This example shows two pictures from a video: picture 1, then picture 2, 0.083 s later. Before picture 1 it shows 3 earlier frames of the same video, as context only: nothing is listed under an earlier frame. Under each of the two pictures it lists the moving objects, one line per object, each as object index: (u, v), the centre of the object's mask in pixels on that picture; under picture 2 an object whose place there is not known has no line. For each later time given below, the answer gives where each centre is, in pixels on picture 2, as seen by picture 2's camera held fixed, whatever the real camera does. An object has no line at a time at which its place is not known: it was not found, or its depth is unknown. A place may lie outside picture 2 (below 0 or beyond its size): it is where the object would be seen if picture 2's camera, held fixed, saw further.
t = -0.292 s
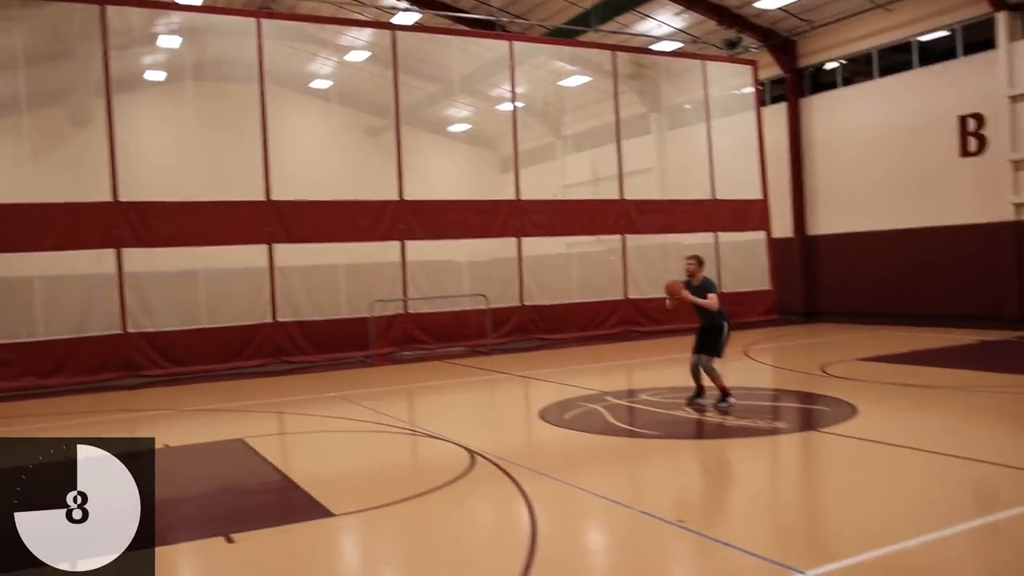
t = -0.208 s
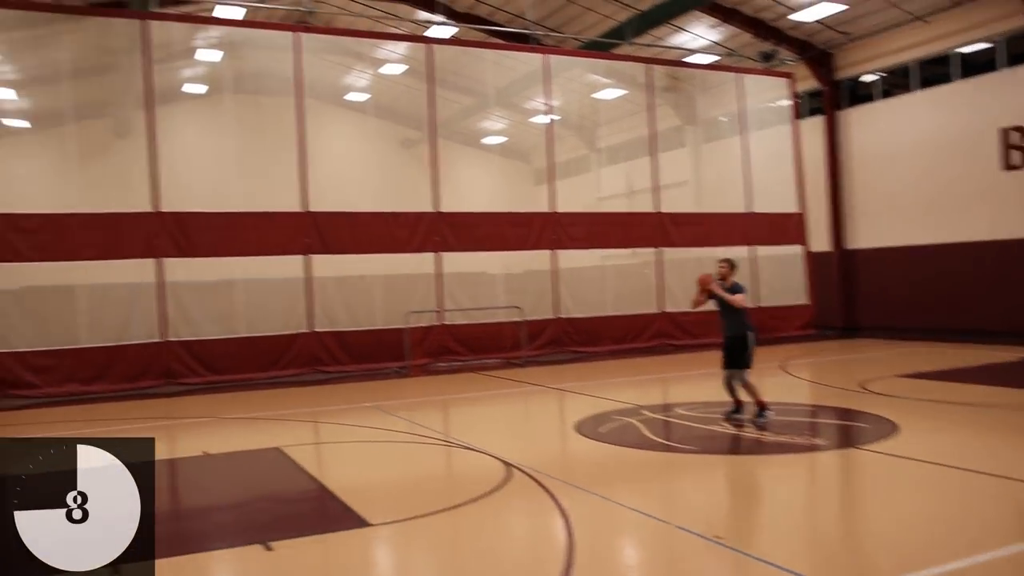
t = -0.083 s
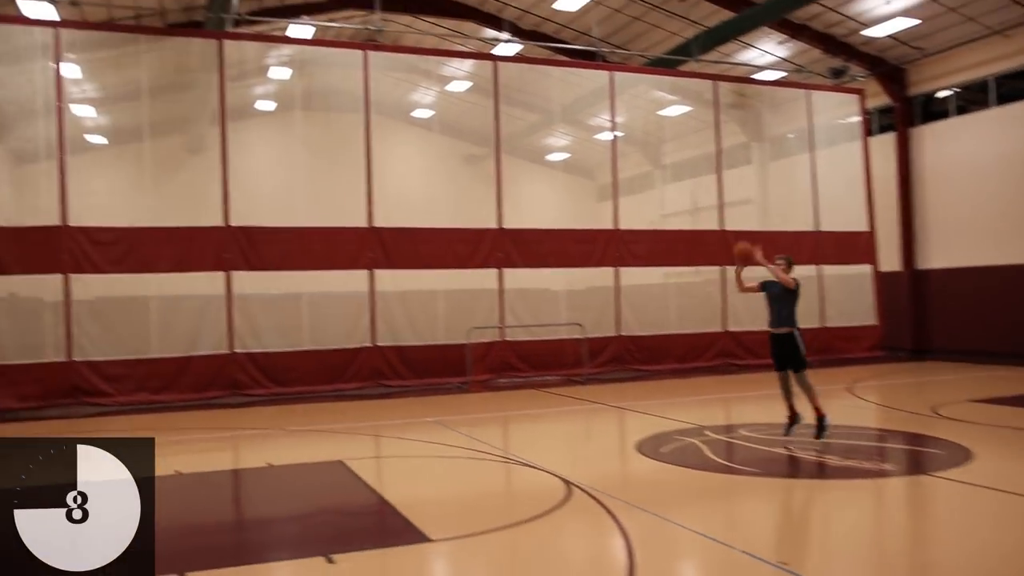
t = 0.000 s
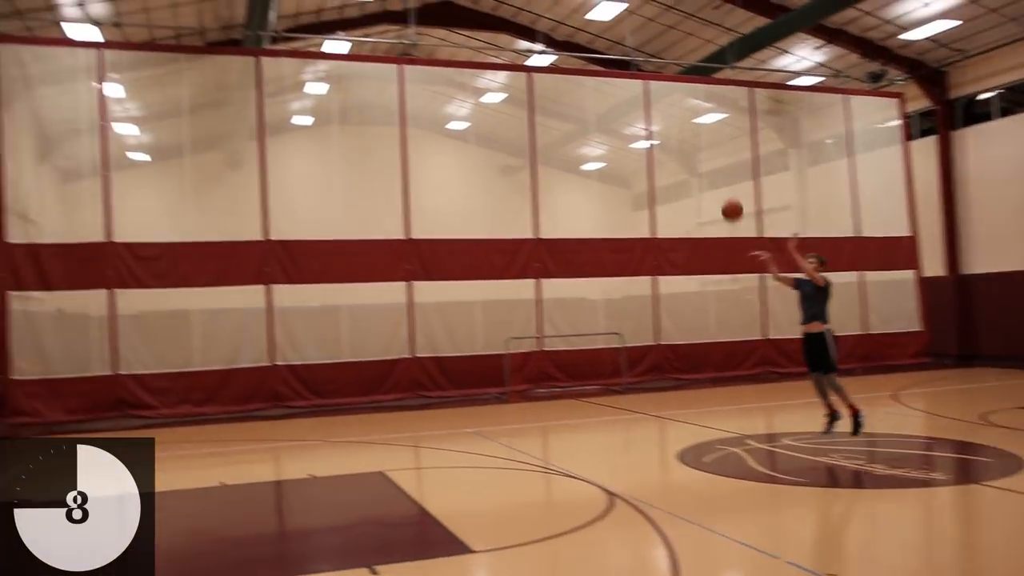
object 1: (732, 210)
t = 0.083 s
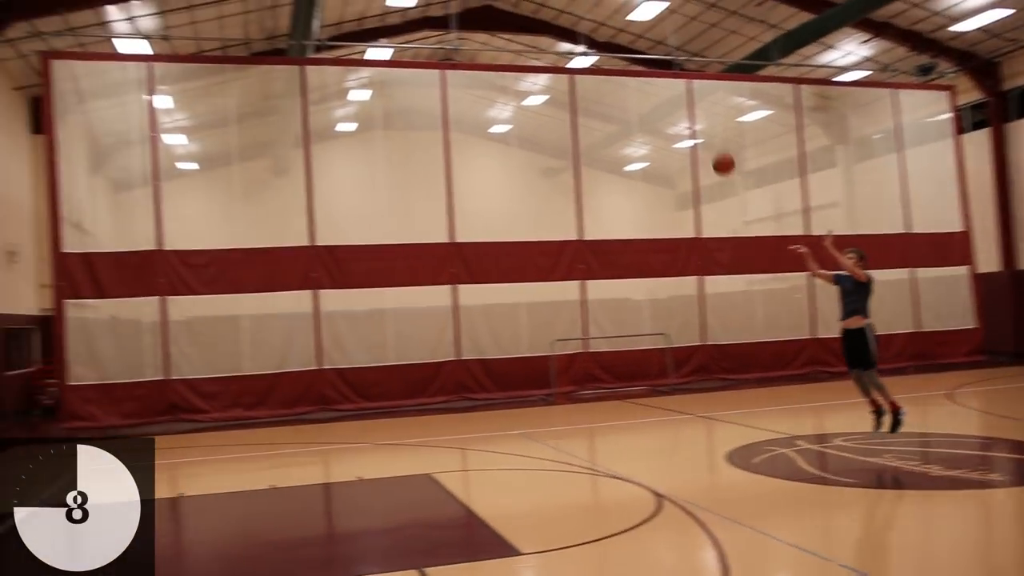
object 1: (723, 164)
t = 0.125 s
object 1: (696, 143)
